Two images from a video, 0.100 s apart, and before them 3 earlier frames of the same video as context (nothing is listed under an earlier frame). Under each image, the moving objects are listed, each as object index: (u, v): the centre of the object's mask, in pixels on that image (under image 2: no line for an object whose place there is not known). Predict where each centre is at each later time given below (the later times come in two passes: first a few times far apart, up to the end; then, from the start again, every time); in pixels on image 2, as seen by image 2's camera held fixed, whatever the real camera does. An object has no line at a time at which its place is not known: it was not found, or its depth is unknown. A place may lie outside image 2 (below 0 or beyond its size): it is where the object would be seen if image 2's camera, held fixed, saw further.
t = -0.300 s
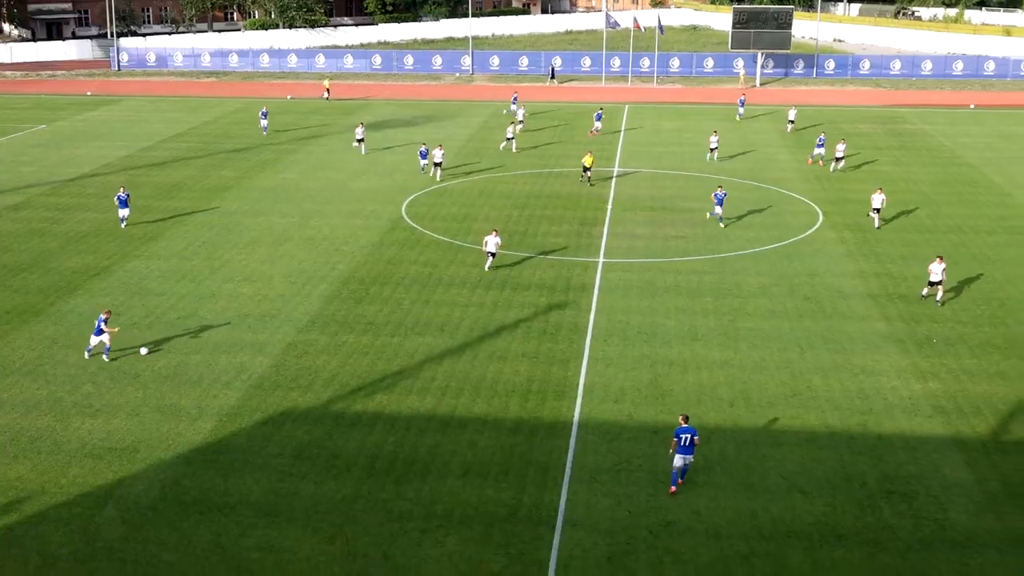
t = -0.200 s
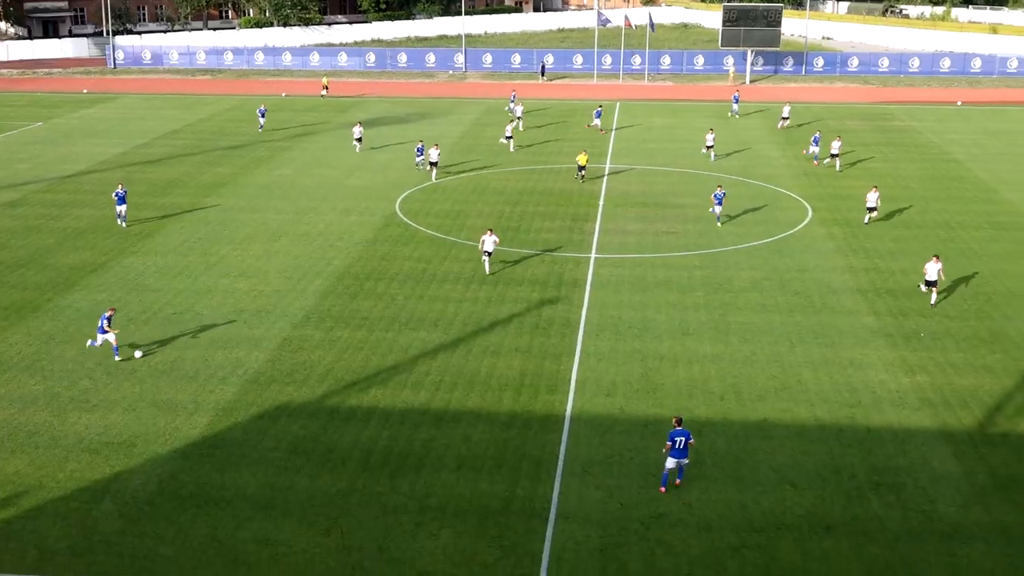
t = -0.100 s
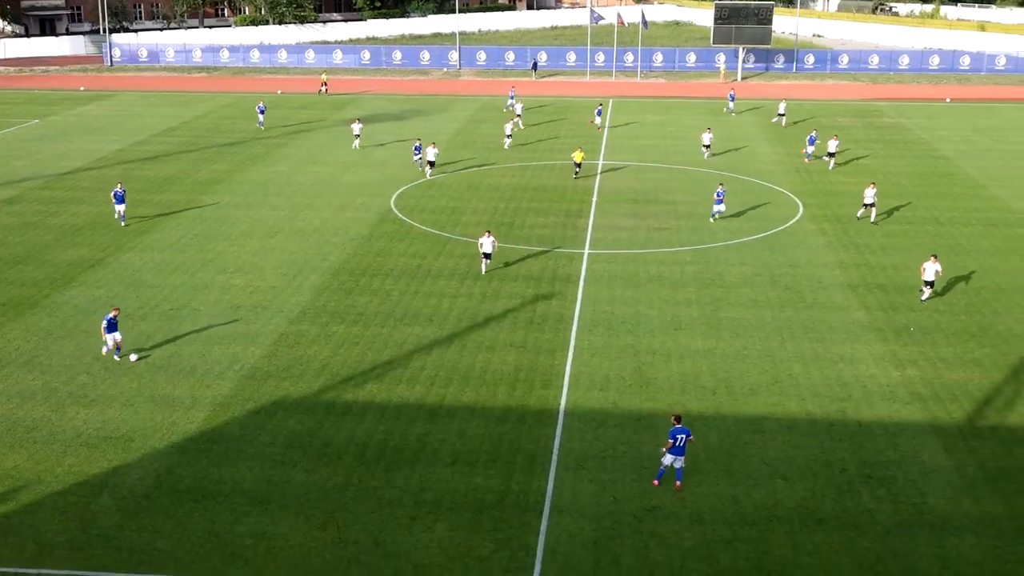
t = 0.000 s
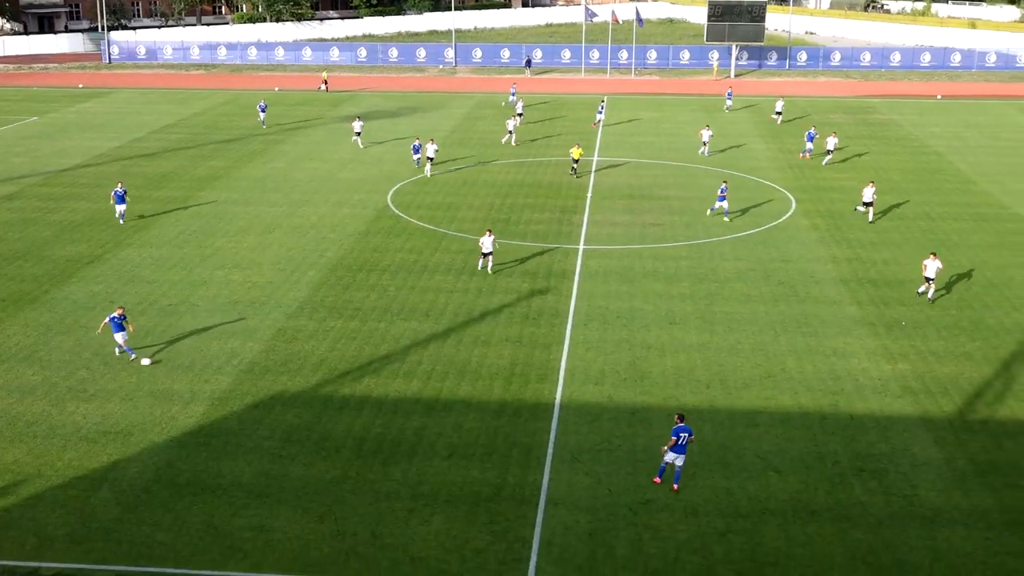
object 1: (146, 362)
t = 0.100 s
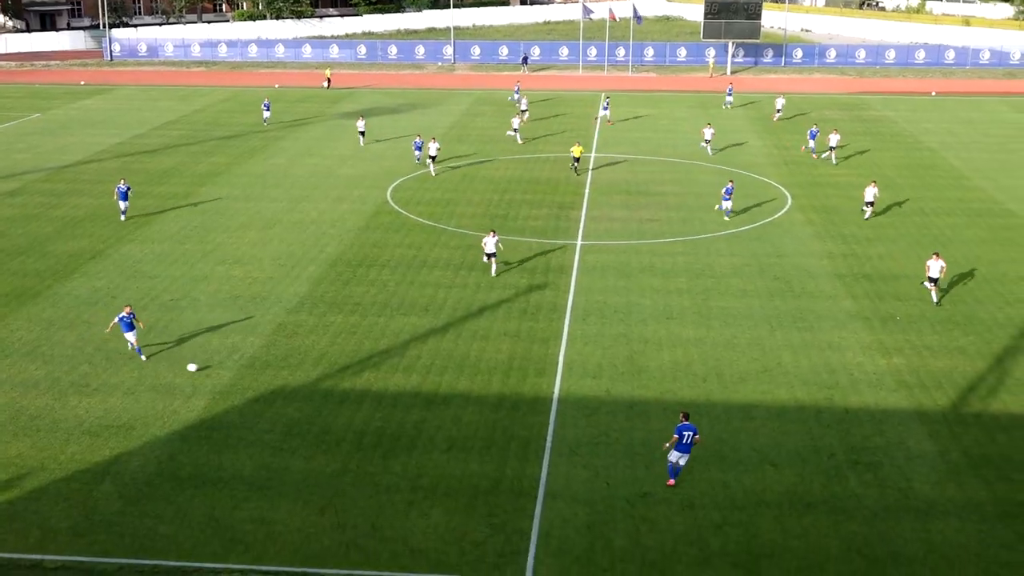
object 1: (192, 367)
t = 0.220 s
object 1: (247, 383)
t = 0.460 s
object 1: (353, 413)
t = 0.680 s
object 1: (450, 442)
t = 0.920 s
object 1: (550, 473)
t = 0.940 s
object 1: (558, 476)
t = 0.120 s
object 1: (201, 370)
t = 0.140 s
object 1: (210, 373)
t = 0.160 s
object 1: (220, 376)
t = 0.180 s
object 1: (229, 379)
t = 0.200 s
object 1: (238, 382)
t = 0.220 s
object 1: (247, 383)
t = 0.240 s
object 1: (256, 385)
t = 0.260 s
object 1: (265, 387)
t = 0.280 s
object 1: (274, 390)
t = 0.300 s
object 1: (283, 392)
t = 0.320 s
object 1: (291, 395)
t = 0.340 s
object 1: (301, 398)
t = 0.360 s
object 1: (310, 401)
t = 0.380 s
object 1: (318, 404)
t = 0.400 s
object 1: (327, 407)
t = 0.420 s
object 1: (336, 409)
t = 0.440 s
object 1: (344, 410)
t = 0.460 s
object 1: (353, 413)
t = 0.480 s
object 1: (363, 415)
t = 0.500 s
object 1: (371, 418)
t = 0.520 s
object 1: (380, 421)
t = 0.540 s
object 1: (389, 424)
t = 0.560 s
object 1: (398, 427)
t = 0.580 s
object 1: (407, 431)
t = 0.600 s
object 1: (416, 434)
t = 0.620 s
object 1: (424, 436)
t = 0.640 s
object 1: (432, 438)
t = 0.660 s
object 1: (441, 440)
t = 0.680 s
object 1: (450, 442)
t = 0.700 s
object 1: (458, 444)
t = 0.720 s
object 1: (467, 447)
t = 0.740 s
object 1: (475, 450)
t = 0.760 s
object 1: (484, 453)
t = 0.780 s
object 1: (493, 457)
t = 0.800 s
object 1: (501, 460)
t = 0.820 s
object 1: (510, 462)
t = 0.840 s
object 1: (517, 464)
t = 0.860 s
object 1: (526, 466)
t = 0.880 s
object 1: (534, 468)
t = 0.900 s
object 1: (542, 470)
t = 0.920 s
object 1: (550, 473)
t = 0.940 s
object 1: (558, 476)
